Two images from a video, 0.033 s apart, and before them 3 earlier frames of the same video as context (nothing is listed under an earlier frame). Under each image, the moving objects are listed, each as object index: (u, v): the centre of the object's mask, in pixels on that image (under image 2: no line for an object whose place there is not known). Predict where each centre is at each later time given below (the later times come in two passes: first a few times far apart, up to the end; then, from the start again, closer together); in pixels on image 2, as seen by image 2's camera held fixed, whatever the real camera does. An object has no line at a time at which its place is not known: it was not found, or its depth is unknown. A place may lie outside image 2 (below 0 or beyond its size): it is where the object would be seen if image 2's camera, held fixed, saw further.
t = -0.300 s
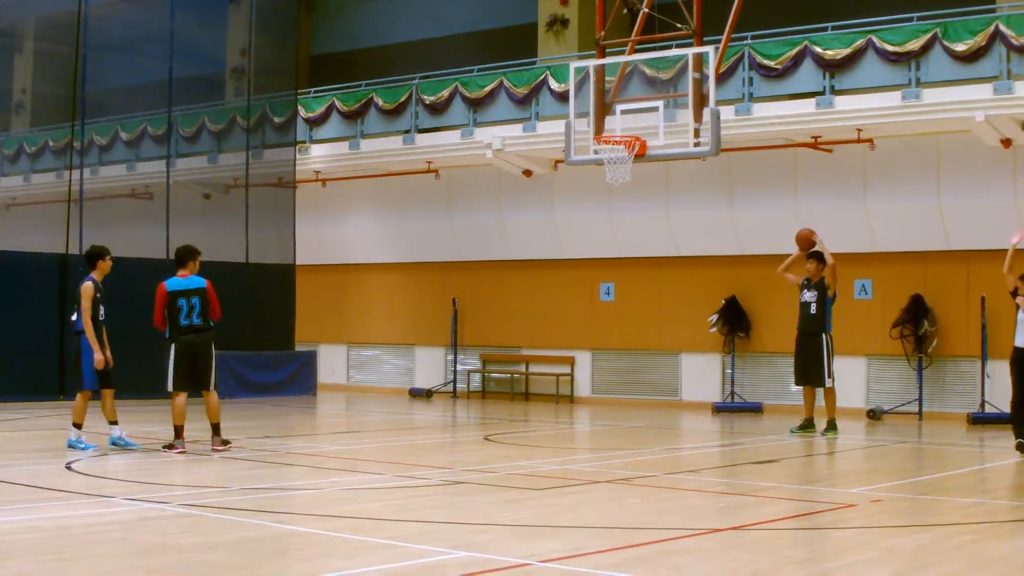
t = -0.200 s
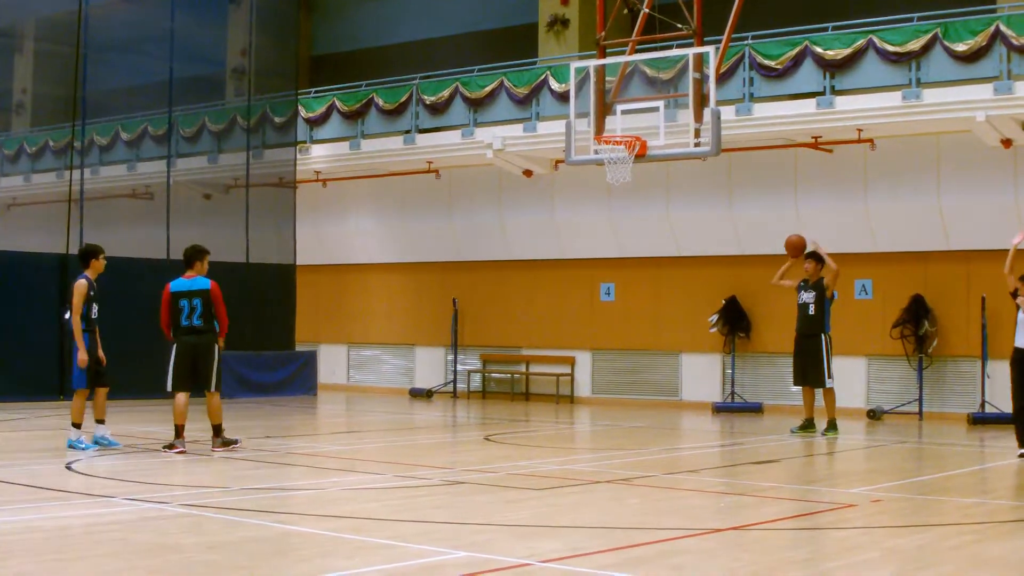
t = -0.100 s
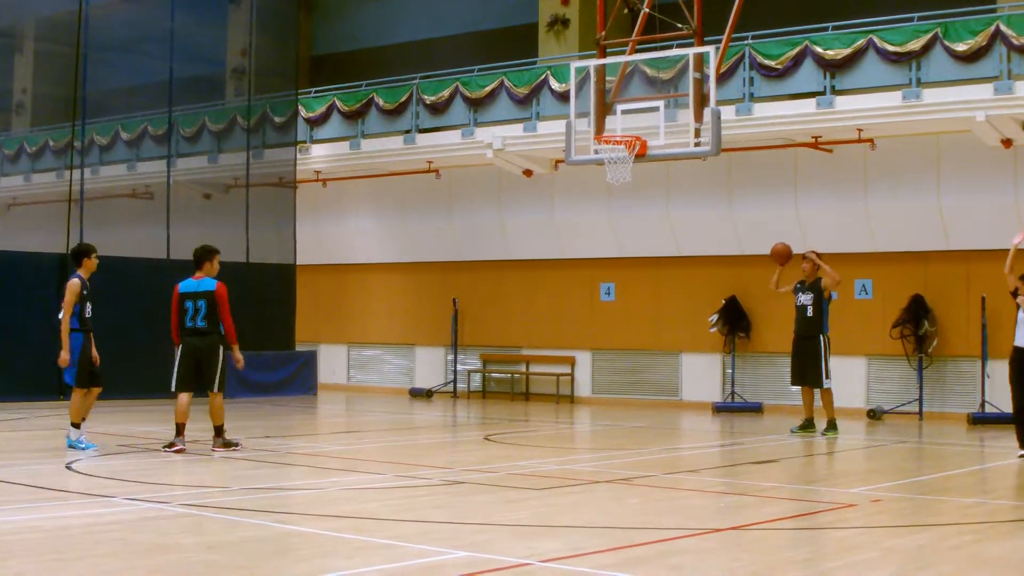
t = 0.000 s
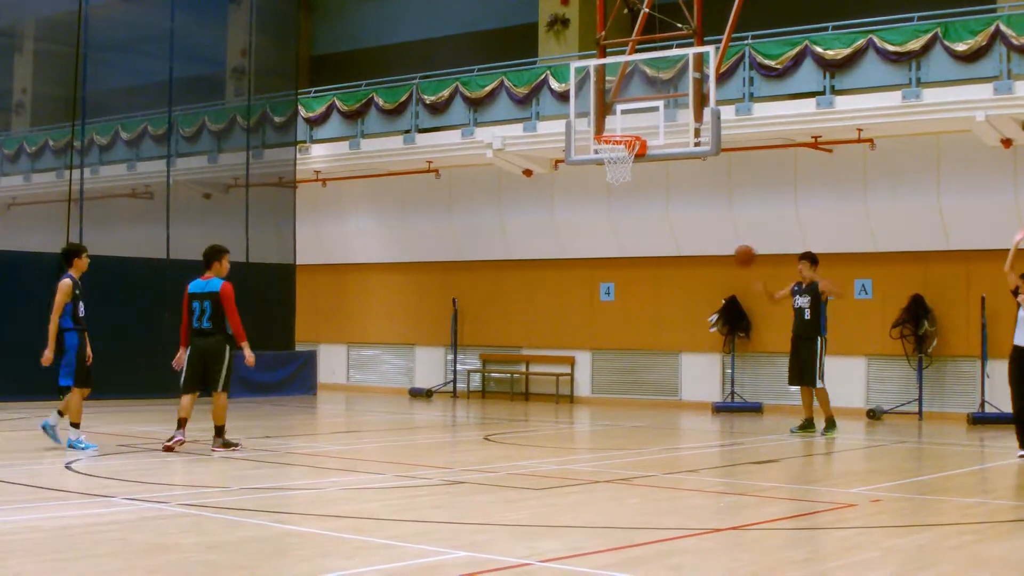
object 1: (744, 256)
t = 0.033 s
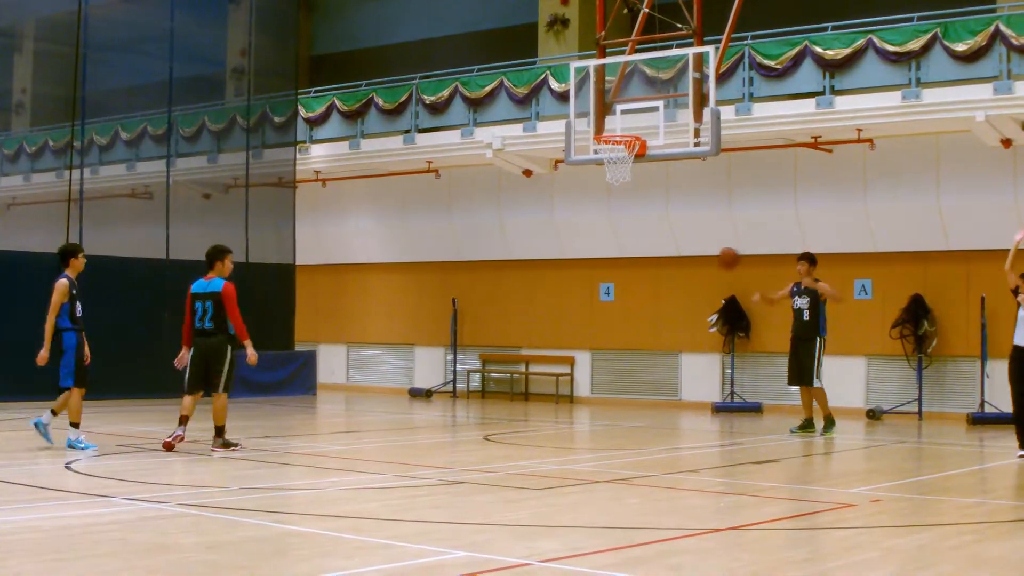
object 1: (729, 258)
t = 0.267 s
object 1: (609, 306)
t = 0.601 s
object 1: (442, 397)
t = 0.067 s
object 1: (712, 261)
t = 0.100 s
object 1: (695, 266)
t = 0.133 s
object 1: (679, 272)
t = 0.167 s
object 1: (662, 279)
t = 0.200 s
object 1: (645, 287)
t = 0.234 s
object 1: (627, 296)
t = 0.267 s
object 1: (609, 306)
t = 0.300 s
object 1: (592, 317)
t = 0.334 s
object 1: (573, 329)
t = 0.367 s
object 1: (555, 343)
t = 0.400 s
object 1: (535, 357)
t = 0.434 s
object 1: (517, 373)
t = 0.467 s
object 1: (497, 389)
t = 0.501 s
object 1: (478, 408)
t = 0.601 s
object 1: (442, 397)
